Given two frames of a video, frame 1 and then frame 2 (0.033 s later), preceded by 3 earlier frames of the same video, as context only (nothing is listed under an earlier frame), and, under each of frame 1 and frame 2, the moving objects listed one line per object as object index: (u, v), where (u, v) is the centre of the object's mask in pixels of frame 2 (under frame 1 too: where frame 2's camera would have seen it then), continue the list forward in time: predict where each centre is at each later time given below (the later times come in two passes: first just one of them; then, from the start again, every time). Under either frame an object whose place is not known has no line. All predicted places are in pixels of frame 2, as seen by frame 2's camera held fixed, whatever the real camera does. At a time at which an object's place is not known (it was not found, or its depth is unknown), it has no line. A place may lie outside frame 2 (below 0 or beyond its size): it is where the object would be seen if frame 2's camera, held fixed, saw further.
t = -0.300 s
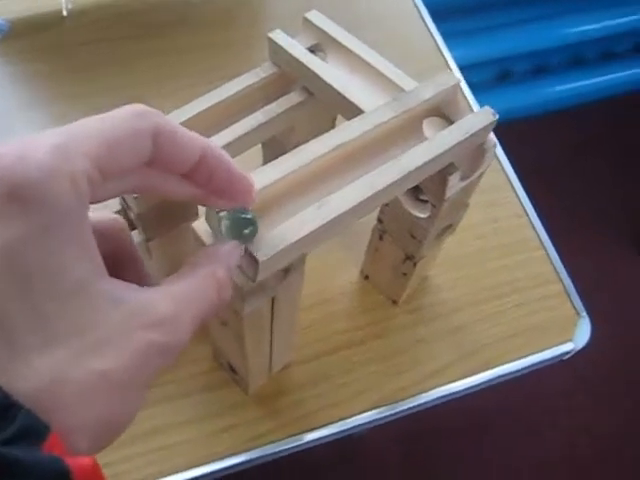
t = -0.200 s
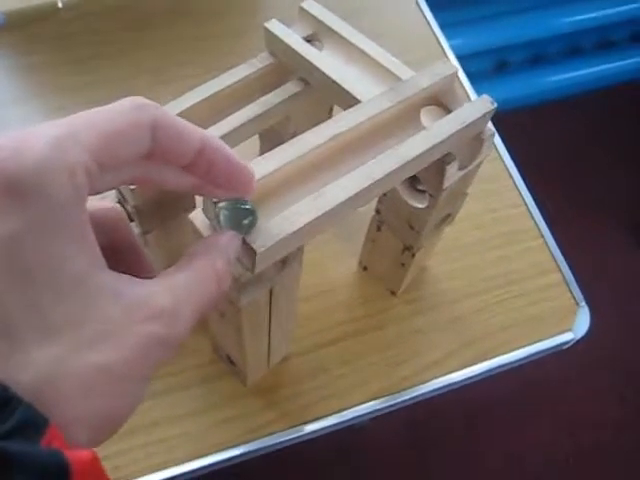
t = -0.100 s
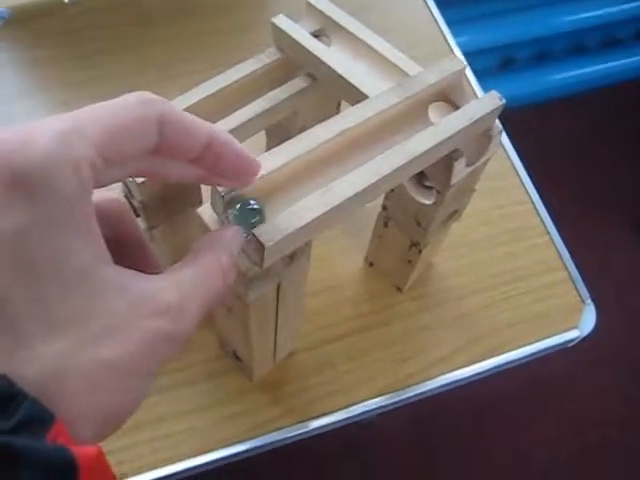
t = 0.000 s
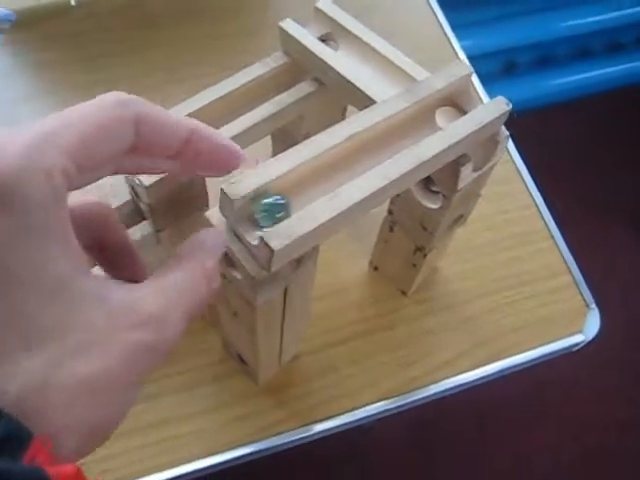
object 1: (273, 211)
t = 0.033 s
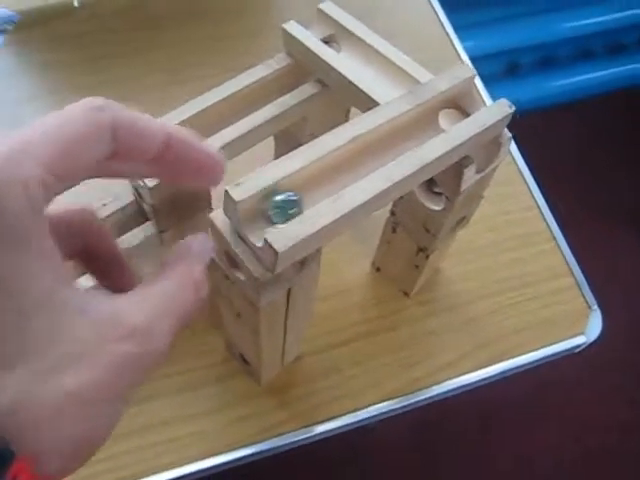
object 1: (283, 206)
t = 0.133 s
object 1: (317, 187)
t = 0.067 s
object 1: (292, 201)
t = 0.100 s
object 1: (304, 195)
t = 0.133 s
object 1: (317, 187)
